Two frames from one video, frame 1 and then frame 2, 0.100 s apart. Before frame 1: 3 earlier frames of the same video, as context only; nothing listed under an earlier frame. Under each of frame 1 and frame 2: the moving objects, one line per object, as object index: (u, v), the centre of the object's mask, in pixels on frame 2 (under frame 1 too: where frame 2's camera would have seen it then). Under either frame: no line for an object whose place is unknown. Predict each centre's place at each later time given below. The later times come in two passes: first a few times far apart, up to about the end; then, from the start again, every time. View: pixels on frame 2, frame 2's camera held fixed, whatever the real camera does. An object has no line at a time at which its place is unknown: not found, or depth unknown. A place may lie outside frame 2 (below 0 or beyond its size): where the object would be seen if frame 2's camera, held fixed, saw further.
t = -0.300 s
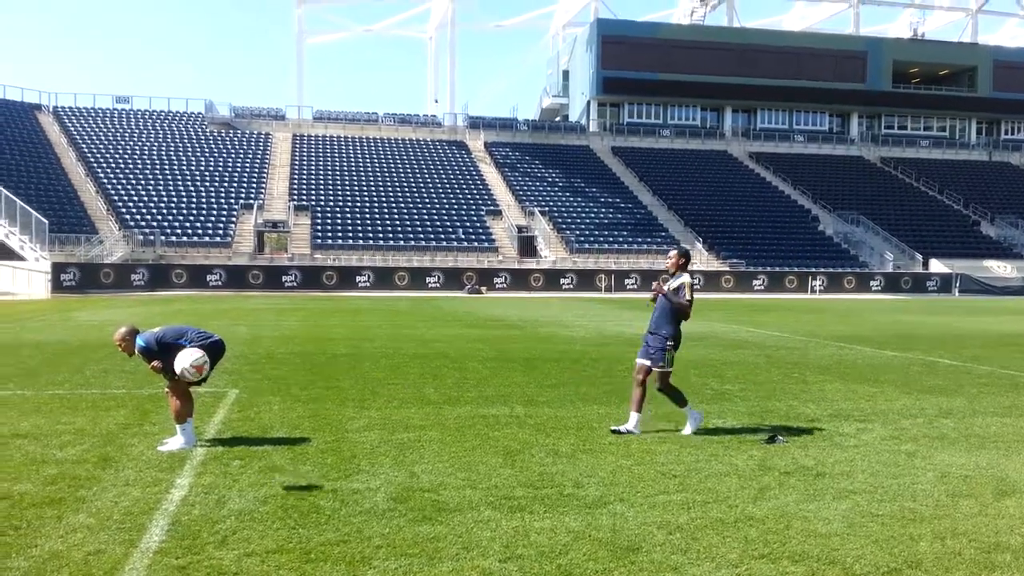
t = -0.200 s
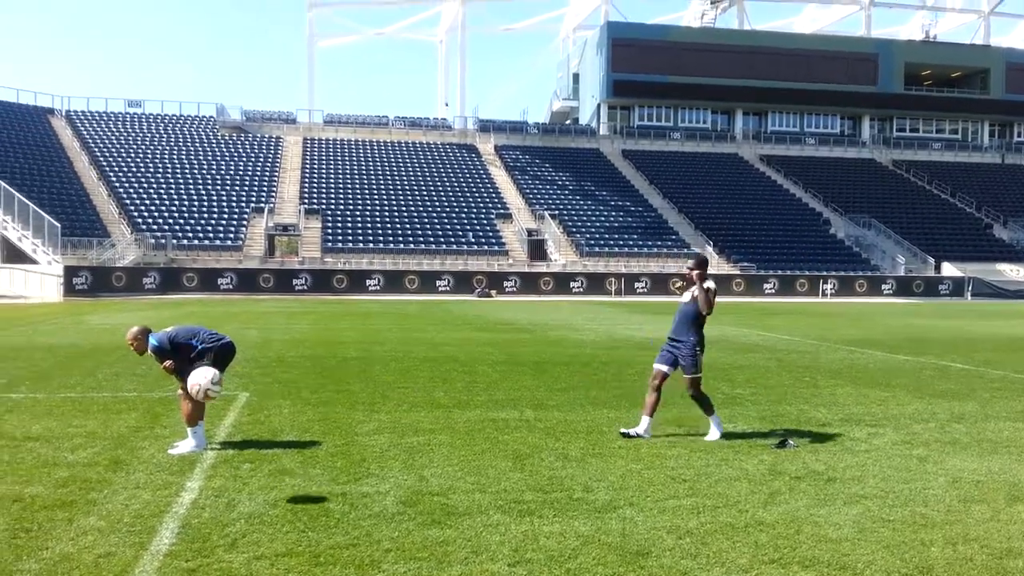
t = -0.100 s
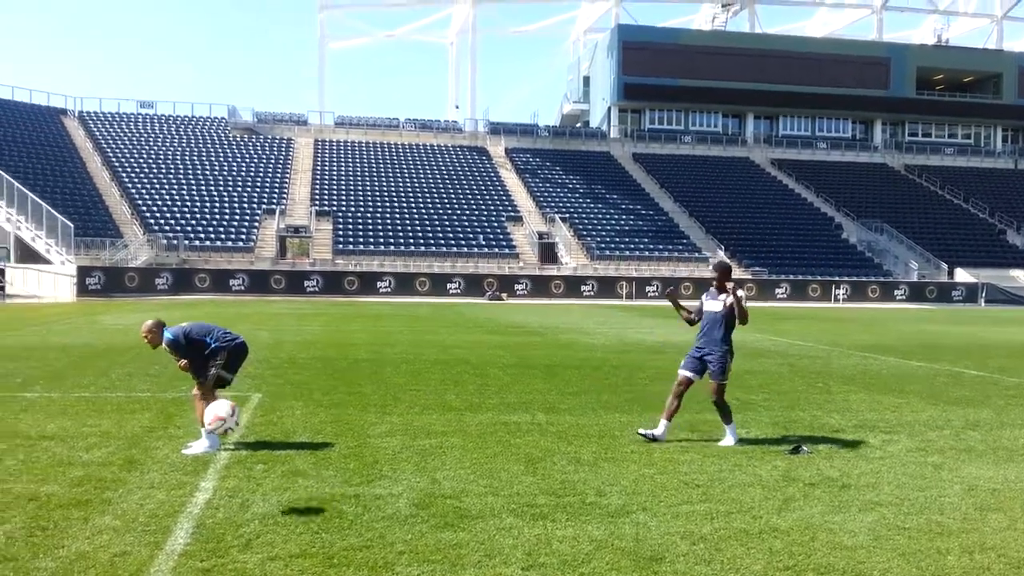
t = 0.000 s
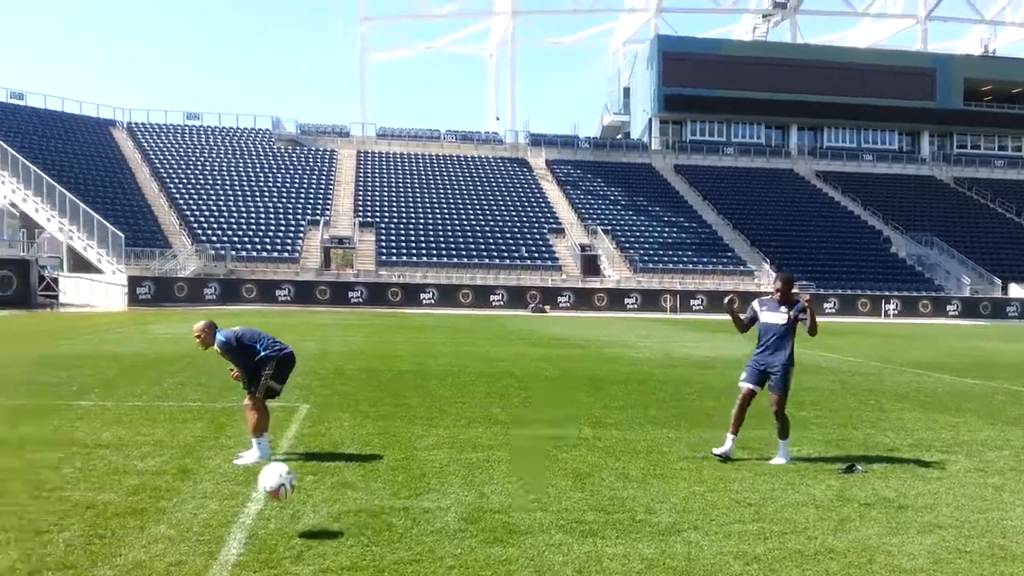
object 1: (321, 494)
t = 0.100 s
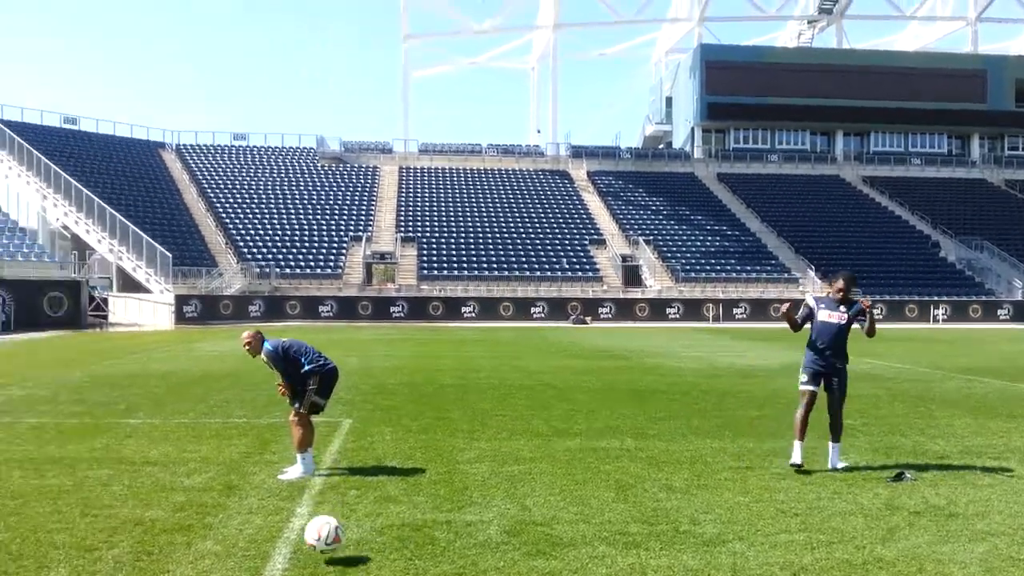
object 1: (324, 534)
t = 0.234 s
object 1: (324, 506)
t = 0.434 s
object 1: (326, 522)
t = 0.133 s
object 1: (323, 525)
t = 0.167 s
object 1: (323, 517)
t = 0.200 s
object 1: (324, 511)
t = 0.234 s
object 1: (324, 506)
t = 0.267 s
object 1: (324, 504)
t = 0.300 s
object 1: (324, 504)
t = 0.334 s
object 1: (324, 505)
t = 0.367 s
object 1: (324, 508)
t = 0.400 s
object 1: (325, 514)
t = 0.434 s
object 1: (326, 522)
